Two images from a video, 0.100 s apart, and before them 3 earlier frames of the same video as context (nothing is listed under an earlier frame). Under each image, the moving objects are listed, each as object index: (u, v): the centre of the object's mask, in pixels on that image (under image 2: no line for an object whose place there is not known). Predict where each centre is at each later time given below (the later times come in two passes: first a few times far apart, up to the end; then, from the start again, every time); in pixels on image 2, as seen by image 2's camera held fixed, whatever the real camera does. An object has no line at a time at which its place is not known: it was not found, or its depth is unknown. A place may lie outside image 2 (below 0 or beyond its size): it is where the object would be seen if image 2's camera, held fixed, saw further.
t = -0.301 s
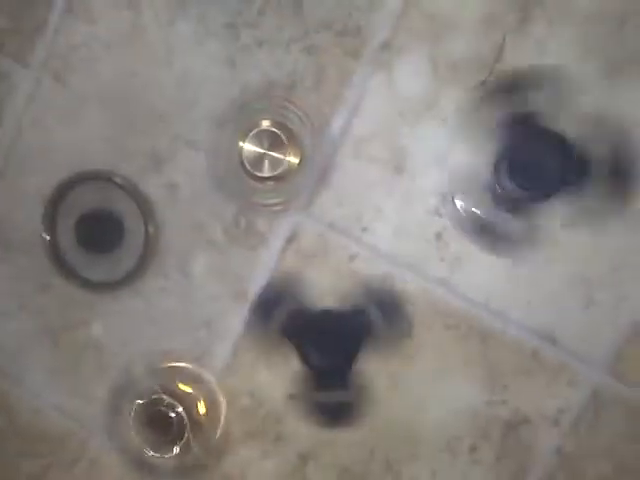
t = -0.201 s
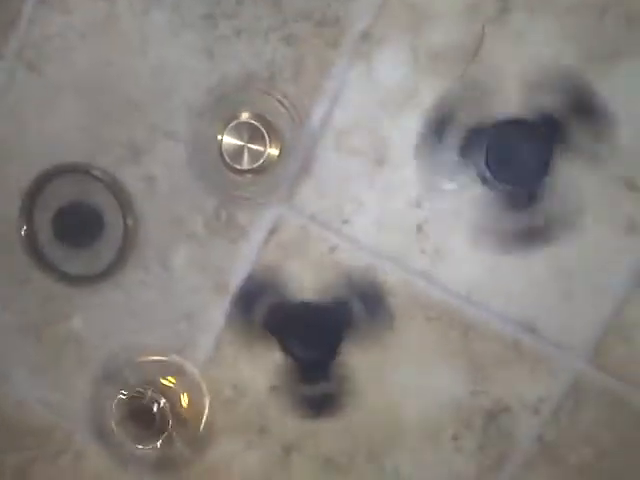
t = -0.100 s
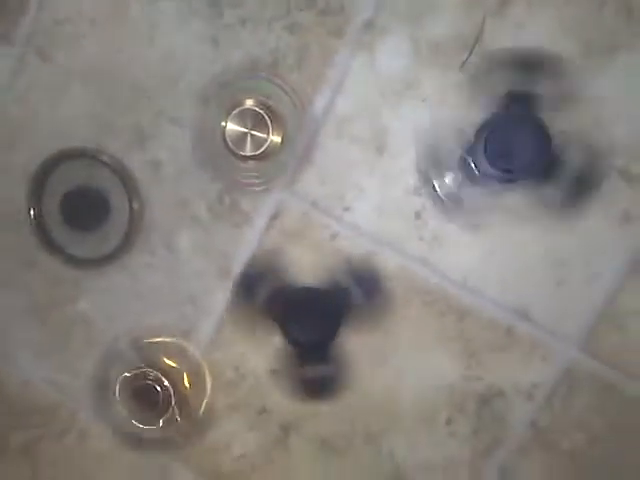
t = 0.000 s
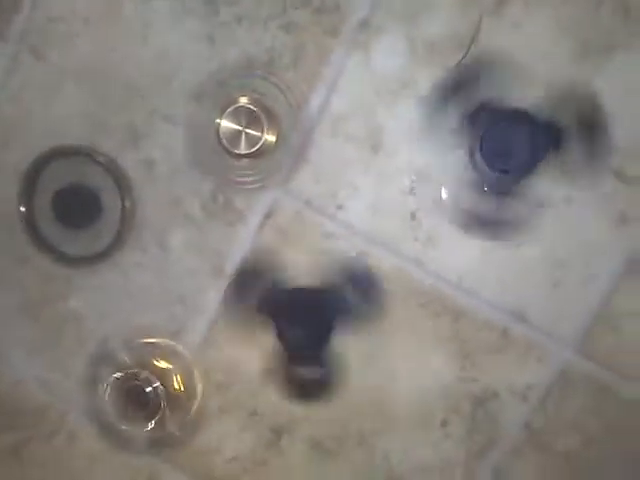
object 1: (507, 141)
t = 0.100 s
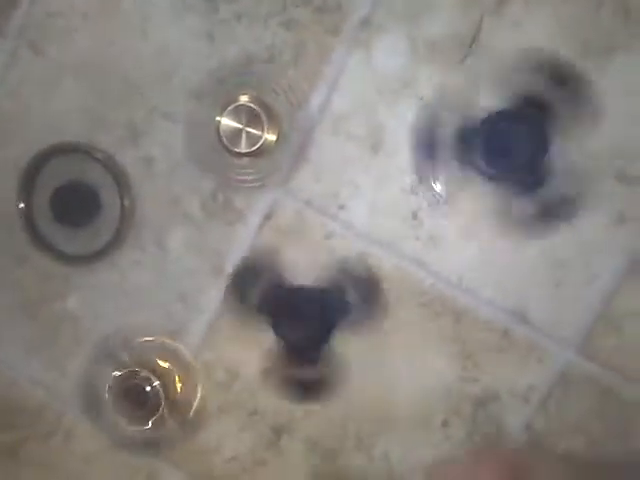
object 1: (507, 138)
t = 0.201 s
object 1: (517, 141)
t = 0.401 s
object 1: (510, 142)
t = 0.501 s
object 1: (509, 142)
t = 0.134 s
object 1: (510, 142)
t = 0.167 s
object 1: (507, 140)
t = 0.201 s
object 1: (517, 141)
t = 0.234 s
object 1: (512, 142)
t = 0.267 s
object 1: (518, 139)
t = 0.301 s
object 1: (510, 140)
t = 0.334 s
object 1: (514, 144)
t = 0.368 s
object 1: (514, 137)
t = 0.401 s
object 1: (510, 142)
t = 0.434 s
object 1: (513, 139)
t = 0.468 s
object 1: (509, 139)
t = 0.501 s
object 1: (509, 142)
